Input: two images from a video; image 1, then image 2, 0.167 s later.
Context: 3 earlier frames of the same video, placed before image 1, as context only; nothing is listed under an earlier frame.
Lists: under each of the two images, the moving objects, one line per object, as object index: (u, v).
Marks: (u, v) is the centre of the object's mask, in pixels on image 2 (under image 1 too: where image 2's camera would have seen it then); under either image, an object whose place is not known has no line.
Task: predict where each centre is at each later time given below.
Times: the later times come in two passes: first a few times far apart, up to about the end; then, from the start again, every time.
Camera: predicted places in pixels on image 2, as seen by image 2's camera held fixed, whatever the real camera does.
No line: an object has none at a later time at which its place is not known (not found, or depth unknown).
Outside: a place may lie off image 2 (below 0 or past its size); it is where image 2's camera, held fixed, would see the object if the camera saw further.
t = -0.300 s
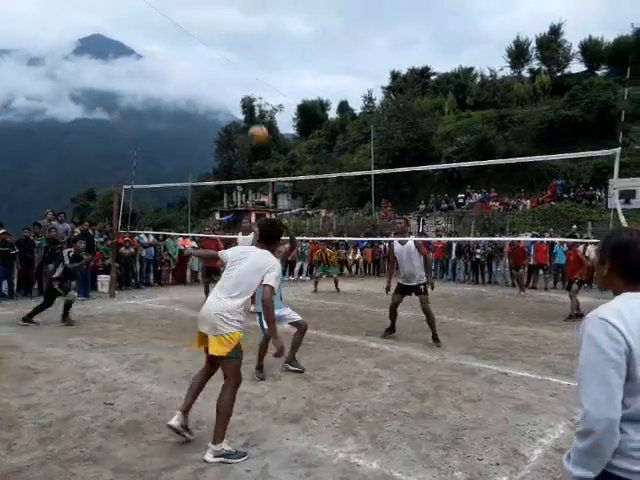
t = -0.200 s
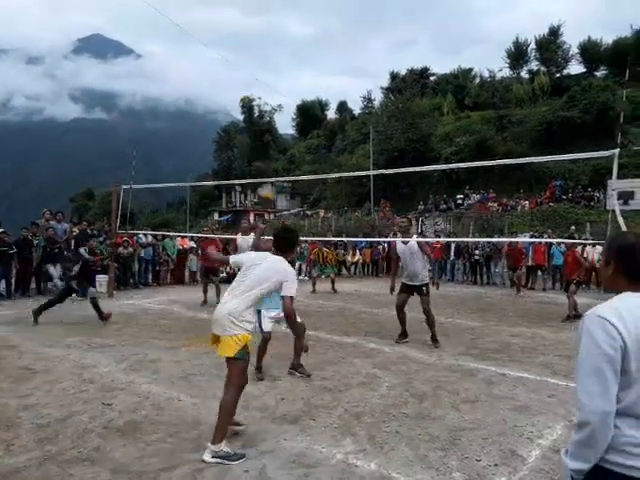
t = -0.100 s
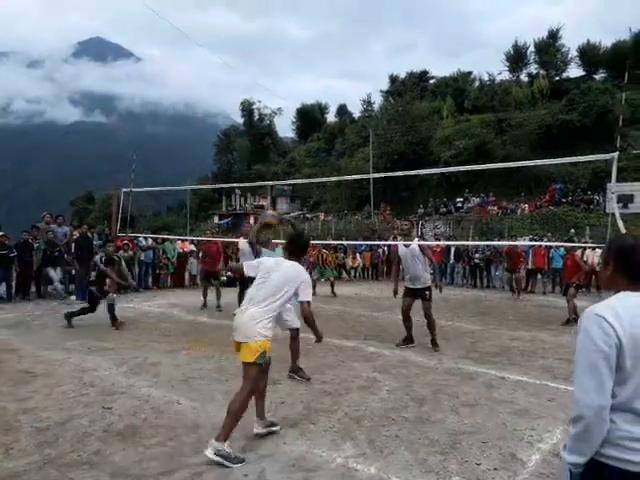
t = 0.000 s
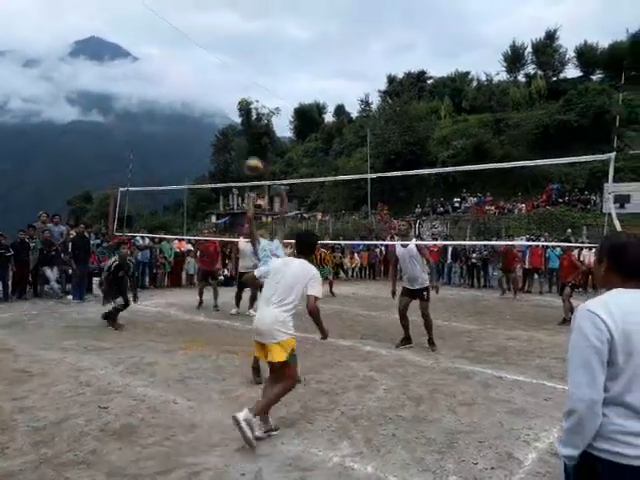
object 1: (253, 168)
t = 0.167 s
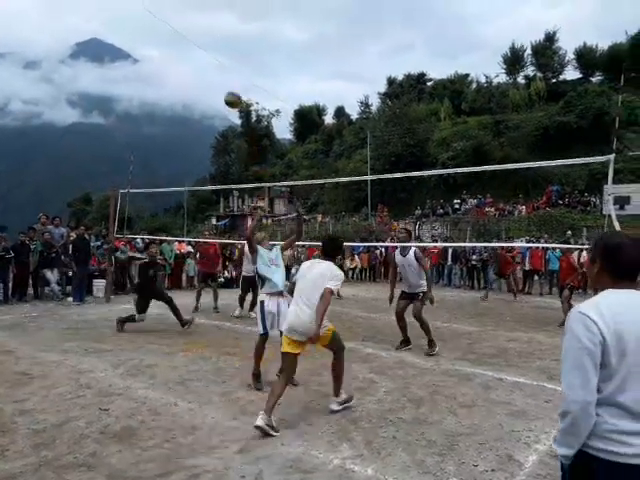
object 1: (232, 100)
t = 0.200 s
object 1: (229, 90)
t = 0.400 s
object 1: (209, 54)
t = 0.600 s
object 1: (192, 50)
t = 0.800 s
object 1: (177, 74)
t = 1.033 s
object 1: (161, 128)
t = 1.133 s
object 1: (155, 158)
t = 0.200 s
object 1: (229, 90)
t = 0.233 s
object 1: (225, 81)
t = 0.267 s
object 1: (222, 73)
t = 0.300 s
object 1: (218, 66)
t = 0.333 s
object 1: (215, 61)
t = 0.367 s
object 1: (212, 57)
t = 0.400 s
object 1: (209, 54)
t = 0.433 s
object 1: (206, 51)
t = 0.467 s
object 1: (203, 49)
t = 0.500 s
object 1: (200, 48)
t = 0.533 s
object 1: (197, 48)
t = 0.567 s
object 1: (195, 48)
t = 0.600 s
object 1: (192, 50)
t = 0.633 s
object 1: (190, 53)
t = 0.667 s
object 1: (187, 55)
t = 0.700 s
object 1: (184, 59)
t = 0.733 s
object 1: (181, 64)
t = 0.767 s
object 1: (179, 68)
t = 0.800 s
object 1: (177, 74)
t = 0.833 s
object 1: (174, 80)
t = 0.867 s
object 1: (172, 87)
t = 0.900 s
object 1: (169, 94)
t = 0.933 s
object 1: (168, 102)
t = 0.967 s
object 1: (165, 110)
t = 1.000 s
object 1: (163, 119)
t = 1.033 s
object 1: (161, 128)
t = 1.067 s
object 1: (159, 138)
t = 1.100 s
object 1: (157, 147)
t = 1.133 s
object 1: (155, 158)
